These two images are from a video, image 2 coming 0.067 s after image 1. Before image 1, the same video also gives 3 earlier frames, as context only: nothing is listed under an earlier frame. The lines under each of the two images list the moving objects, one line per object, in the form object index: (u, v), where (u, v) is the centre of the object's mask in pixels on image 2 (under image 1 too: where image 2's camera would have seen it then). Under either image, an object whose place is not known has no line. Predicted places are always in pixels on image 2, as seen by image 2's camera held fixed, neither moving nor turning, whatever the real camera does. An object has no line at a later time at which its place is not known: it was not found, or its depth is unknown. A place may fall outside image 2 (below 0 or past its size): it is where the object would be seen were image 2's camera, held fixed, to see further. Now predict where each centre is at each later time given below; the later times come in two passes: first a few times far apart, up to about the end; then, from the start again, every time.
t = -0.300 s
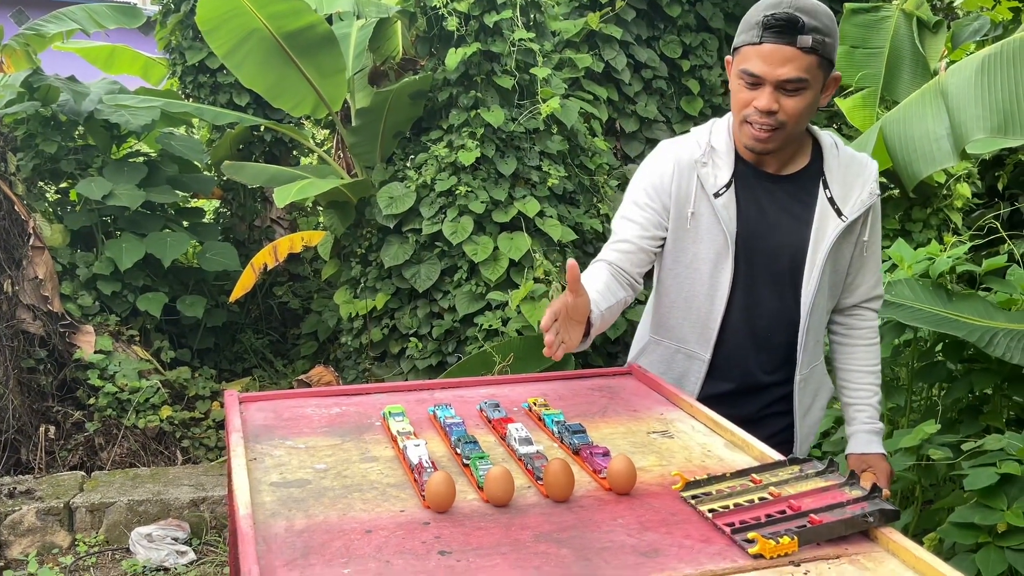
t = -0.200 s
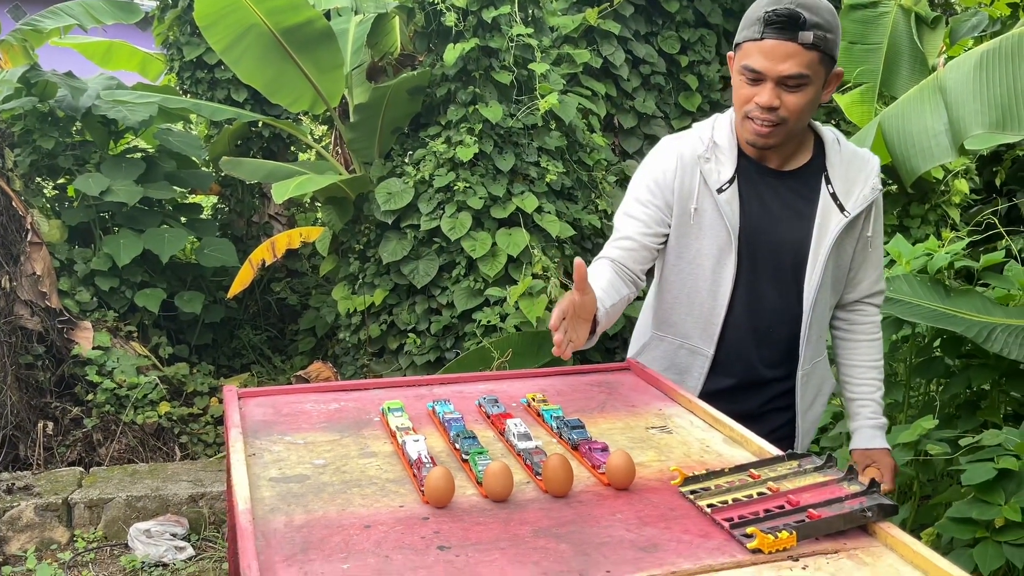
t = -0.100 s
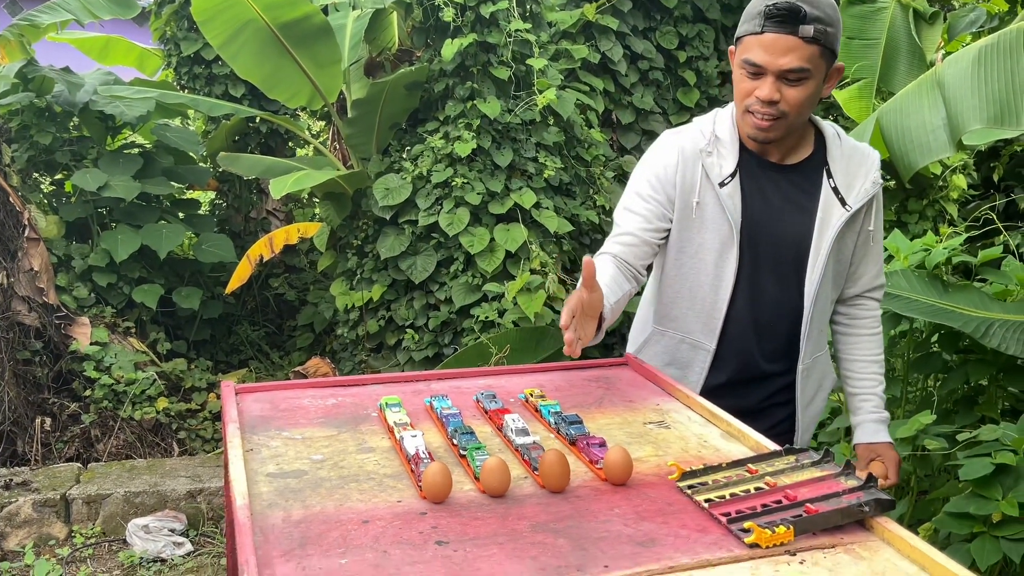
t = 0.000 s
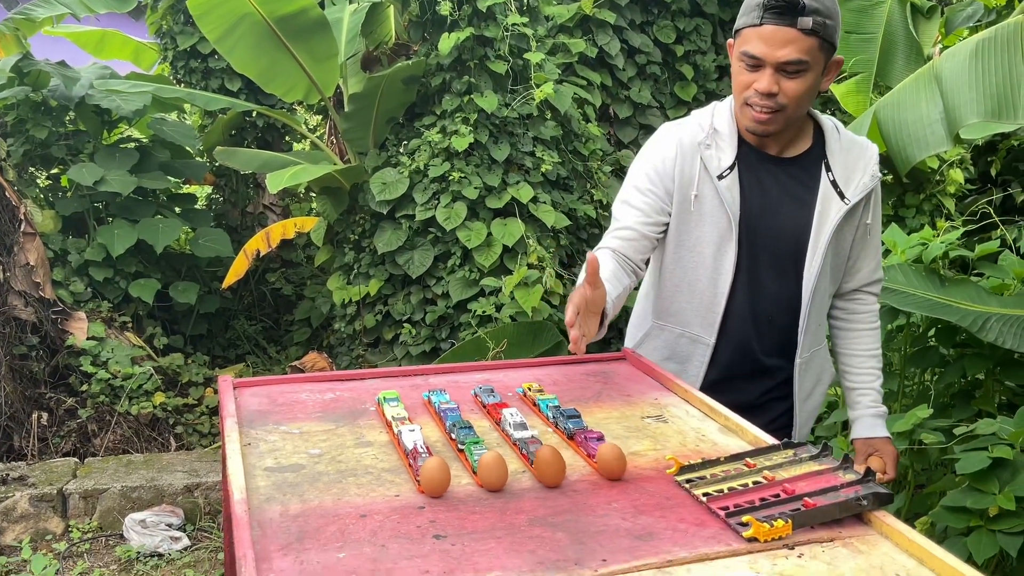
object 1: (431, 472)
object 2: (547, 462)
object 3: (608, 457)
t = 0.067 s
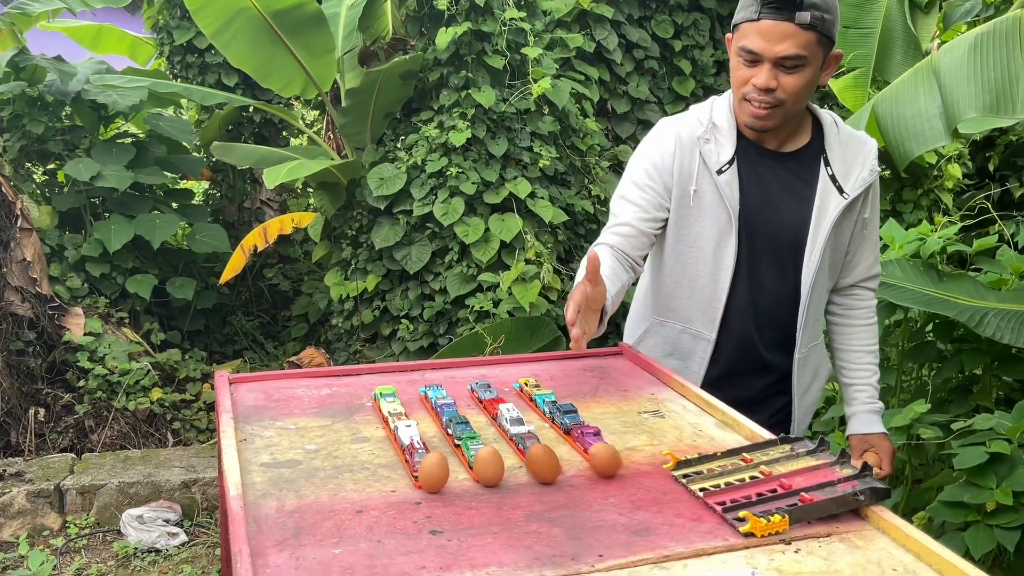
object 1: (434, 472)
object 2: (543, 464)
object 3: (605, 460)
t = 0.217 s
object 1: (436, 472)
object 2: (521, 474)
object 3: (584, 469)
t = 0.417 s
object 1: (441, 478)
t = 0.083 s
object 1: (434, 472)
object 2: (542, 464)
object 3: (604, 460)
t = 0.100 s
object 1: (434, 472)
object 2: (542, 465)
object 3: (602, 462)
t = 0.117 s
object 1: (434, 472)
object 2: (539, 465)
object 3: (599, 464)
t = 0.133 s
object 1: (435, 472)
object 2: (536, 468)
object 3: (596, 465)
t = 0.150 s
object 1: (435, 472)
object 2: (533, 469)
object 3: (593, 466)
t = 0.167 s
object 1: (435, 472)
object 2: (530, 471)
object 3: (592, 467)
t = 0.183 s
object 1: (435, 472)
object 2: (526, 473)
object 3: (586, 469)
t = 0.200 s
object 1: (436, 472)
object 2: (522, 474)
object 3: (585, 468)
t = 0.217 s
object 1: (436, 472)
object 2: (521, 474)
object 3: (584, 469)
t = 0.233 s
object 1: (437, 472)
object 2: (520, 475)
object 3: (583, 469)
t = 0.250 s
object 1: (438, 473)
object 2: (520, 475)
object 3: (583, 469)
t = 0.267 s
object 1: (439, 474)
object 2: (519, 476)
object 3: (582, 469)
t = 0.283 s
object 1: (441, 474)
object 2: (519, 476)
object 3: (582, 469)
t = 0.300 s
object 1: (442, 475)
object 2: (520, 477)
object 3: (582, 470)
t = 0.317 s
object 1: (443, 475)
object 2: (522, 477)
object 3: (582, 471)
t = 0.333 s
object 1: (442, 475)
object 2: (523, 479)
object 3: (583, 472)
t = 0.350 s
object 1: (441, 475)
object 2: (525, 479)
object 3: (585, 473)
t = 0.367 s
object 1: (442, 476)
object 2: (527, 480)
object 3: (586, 475)
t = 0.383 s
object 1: (441, 477)
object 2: (530, 481)
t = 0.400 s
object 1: (442, 477)
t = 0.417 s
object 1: (441, 478)
